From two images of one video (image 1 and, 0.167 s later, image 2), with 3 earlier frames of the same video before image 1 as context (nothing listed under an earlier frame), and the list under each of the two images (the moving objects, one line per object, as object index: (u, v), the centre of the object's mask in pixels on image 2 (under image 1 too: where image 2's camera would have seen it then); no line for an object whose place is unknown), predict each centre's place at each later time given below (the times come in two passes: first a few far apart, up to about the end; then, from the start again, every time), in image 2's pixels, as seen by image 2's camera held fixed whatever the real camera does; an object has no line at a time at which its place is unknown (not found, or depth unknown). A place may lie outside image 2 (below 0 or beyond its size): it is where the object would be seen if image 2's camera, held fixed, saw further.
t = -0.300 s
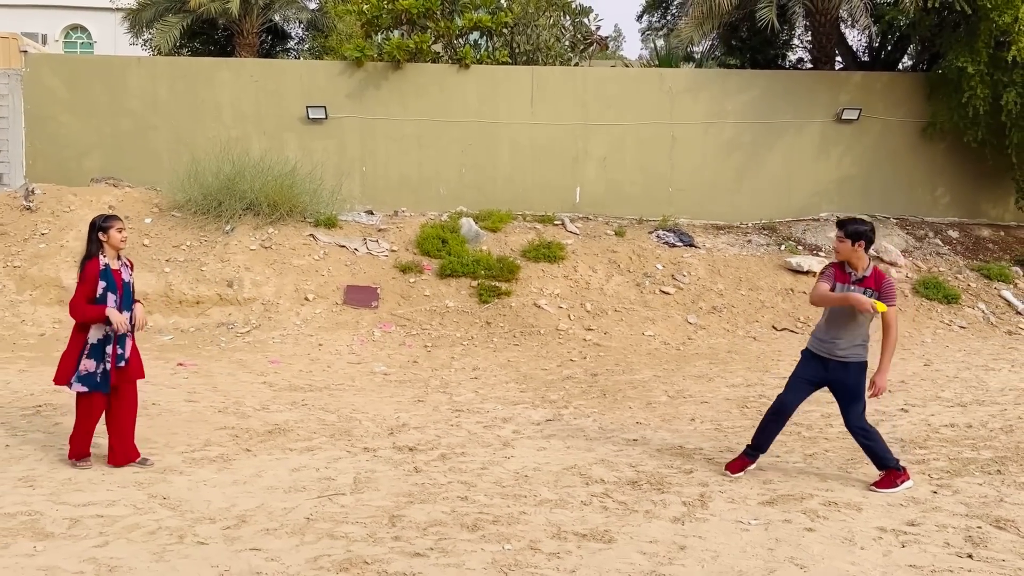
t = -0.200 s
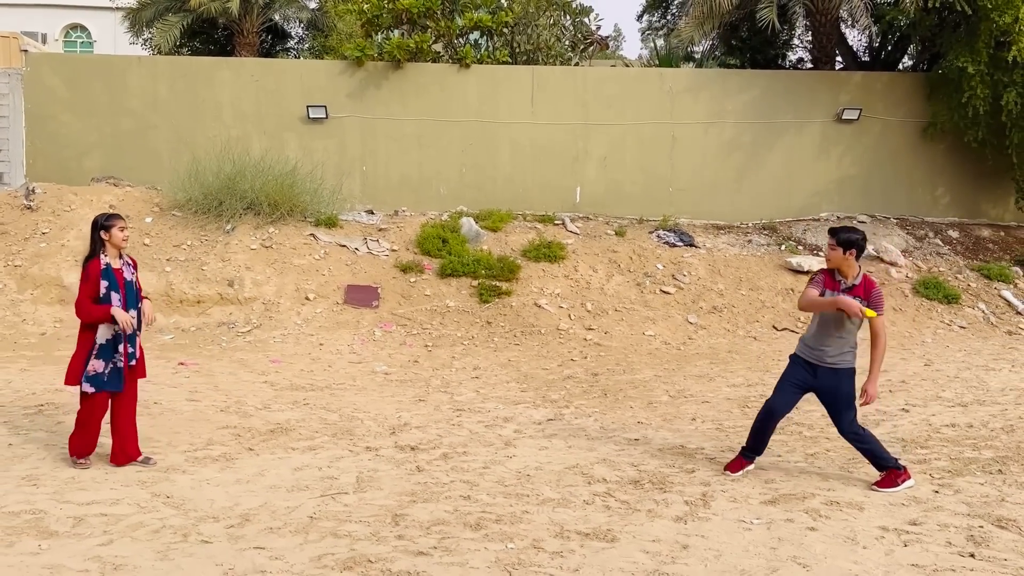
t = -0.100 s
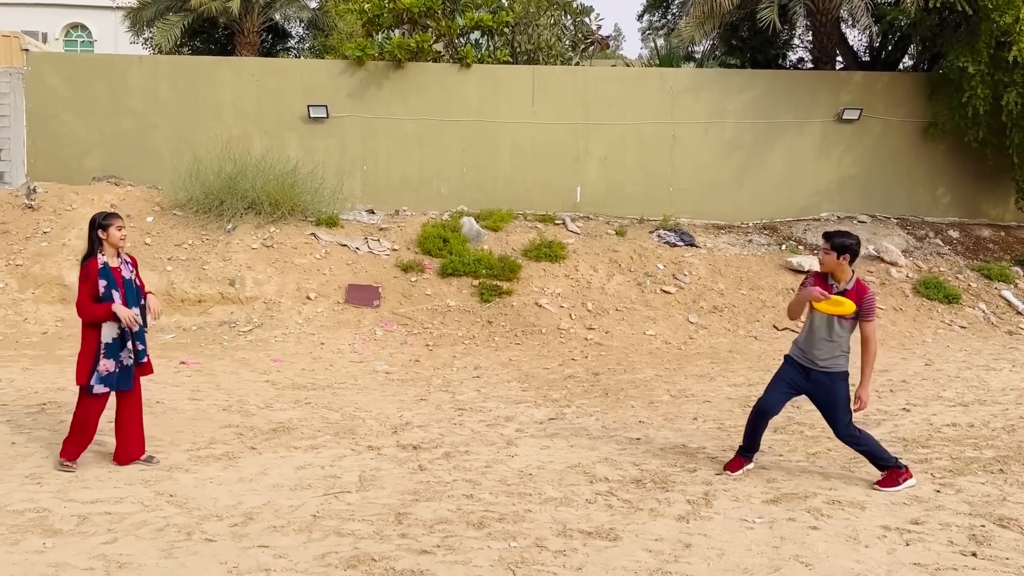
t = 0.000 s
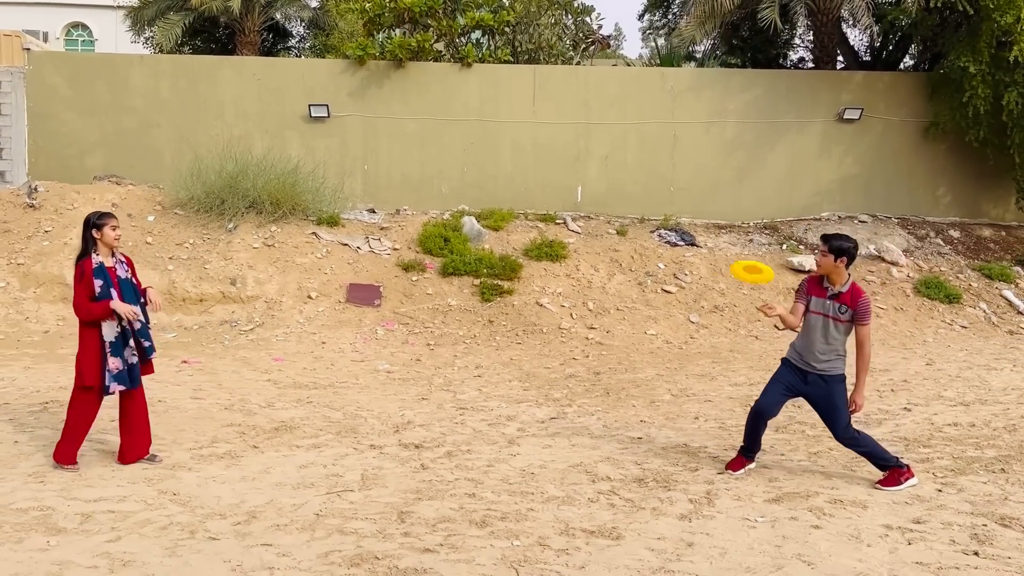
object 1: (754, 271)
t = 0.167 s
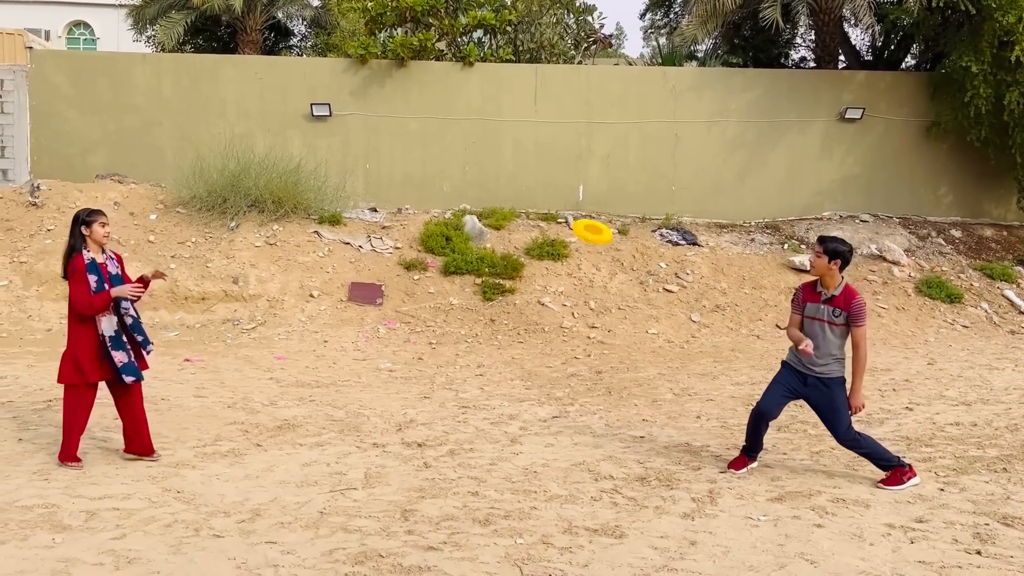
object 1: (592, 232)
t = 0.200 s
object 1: (562, 227)
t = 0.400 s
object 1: (399, 215)
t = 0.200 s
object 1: (562, 227)
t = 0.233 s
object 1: (533, 222)
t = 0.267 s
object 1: (504, 219)
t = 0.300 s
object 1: (476, 217)
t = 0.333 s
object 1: (450, 215)
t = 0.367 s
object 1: (423, 215)
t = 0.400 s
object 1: (399, 215)
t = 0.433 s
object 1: (373, 216)
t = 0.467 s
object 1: (351, 218)
